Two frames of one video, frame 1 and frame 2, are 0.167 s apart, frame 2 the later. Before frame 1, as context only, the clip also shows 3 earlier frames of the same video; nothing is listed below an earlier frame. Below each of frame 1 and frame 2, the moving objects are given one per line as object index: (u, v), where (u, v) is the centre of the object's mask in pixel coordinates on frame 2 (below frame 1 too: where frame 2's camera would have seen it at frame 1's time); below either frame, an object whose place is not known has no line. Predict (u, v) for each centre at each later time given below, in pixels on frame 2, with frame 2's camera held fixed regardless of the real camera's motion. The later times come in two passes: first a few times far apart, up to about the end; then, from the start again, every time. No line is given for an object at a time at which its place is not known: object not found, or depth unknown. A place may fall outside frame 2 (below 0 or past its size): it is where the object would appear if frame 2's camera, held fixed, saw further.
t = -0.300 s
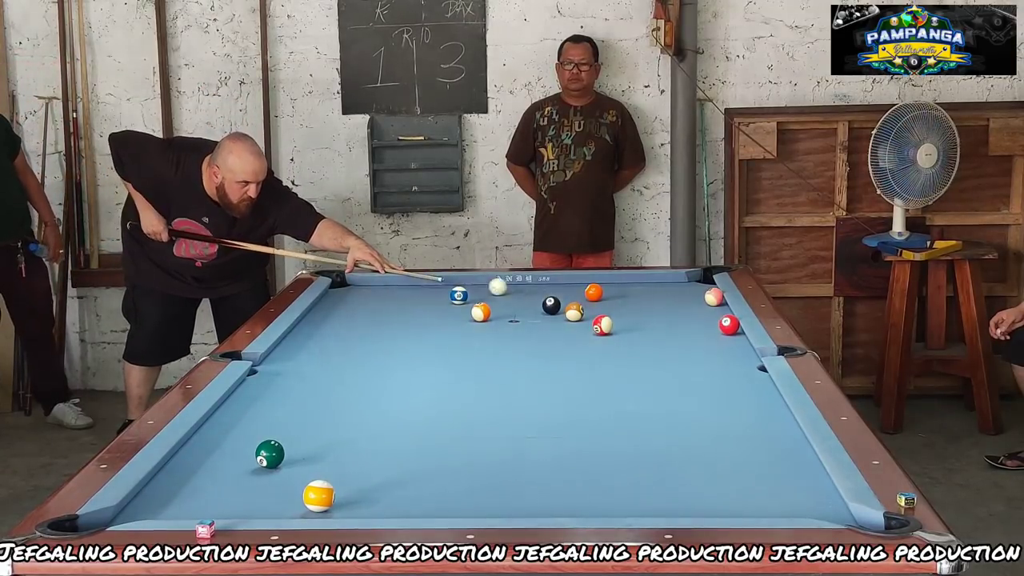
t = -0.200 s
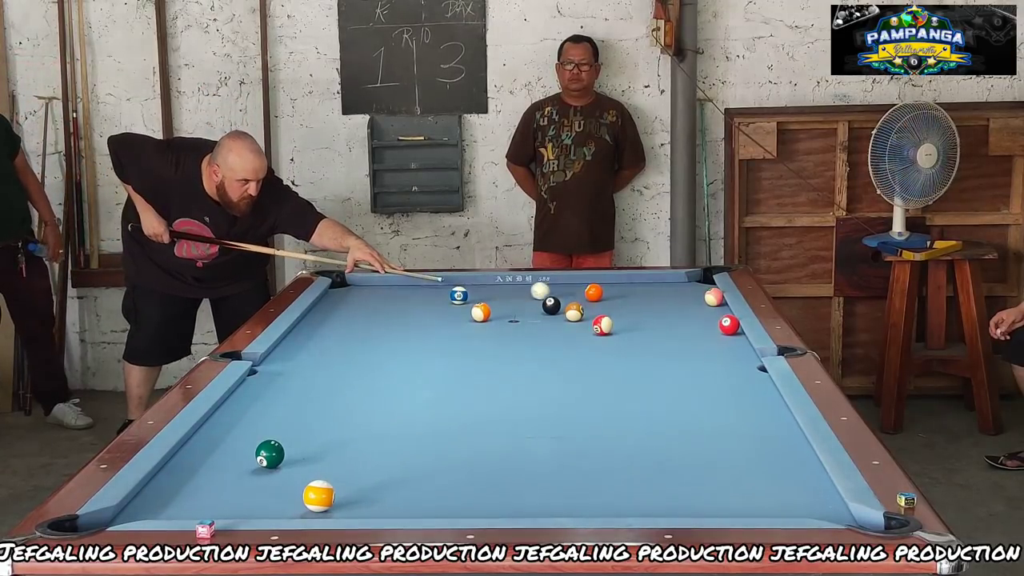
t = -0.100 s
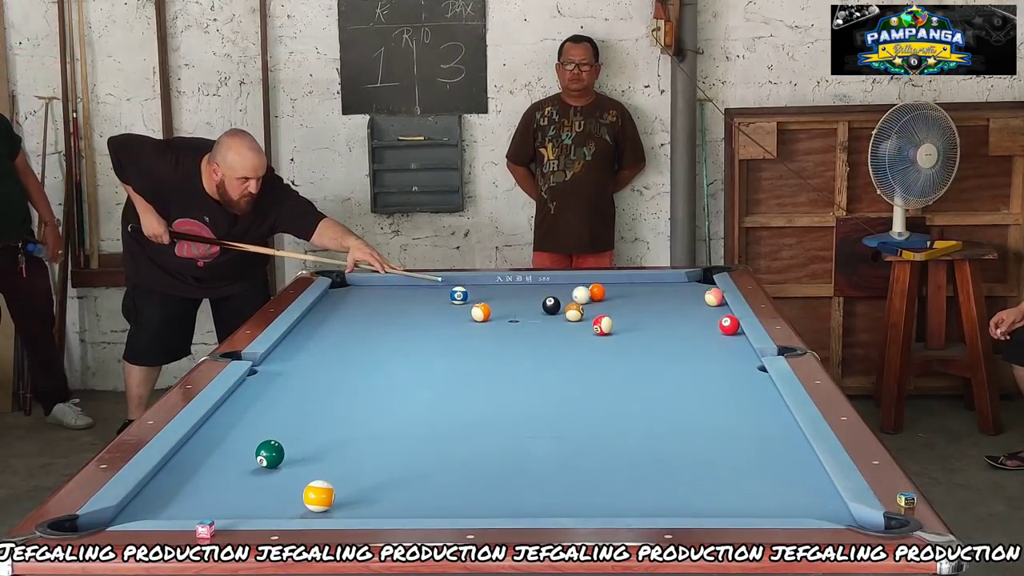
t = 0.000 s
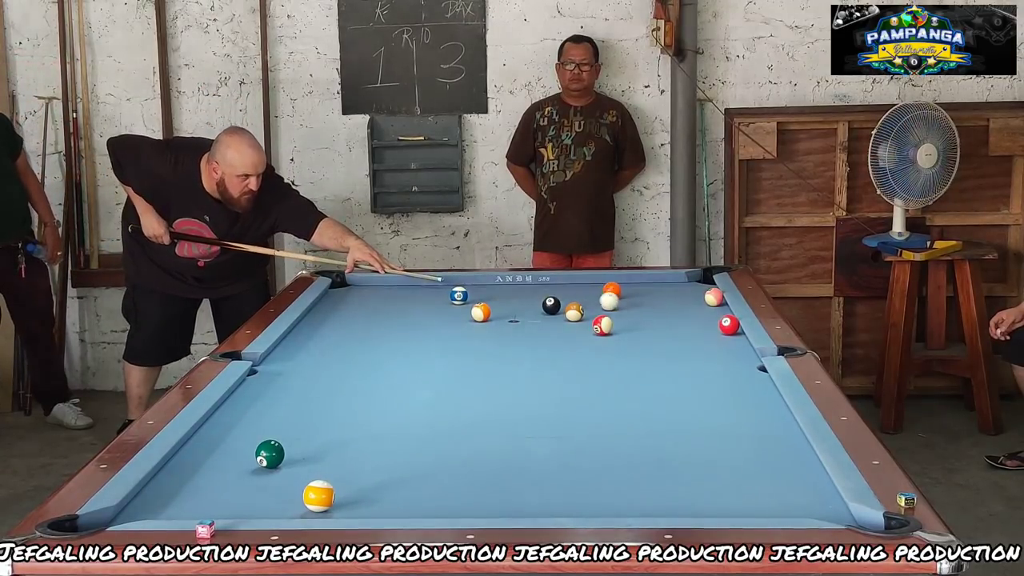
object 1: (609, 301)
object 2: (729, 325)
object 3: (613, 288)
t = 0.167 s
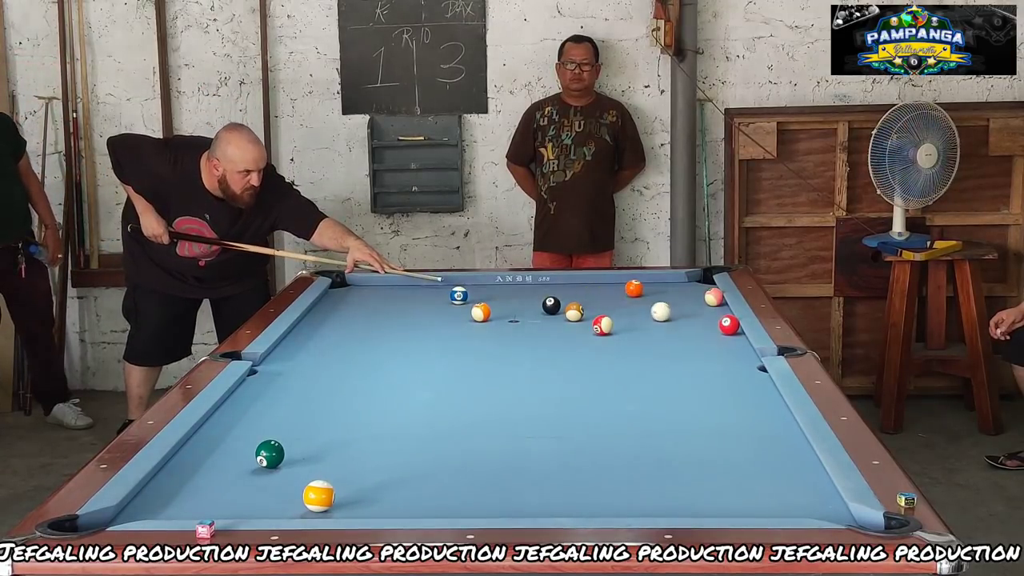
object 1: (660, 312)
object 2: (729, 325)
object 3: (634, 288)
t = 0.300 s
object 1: (704, 320)
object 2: (729, 325)
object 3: (651, 286)
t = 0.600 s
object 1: (719, 327)
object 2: (686, 332)
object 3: (686, 282)
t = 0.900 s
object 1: (733, 334)
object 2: (641, 340)
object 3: (698, 279)
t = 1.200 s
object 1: (732, 339)
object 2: (596, 348)
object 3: (681, 278)
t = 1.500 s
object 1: (729, 344)
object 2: (551, 356)
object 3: (666, 277)
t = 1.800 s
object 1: (726, 348)
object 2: (508, 364)
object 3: (653, 277)
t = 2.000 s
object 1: (724, 351)
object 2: (479, 369)
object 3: (646, 277)
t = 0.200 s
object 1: (671, 314)
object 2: (729, 325)
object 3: (638, 288)
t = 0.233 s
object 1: (682, 316)
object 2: (729, 325)
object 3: (642, 287)
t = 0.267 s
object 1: (693, 318)
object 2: (729, 324)
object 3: (646, 287)
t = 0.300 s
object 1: (704, 320)
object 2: (729, 325)
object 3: (651, 286)
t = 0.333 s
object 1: (711, 322)
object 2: (730, 325)
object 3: (655, 286)
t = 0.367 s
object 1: (709, 322)
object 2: (723, 326)
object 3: (659, 285)
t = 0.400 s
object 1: (707, 320)
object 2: (717, 327)
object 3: (663, 285)
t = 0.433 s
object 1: (712, 318)
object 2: (711, 328)
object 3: (667, 284)
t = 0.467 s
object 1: (715, 321)
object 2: (706, 329)
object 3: (671, 284)
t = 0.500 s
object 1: (716, 324)
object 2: (701, 330)
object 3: (674, 284)
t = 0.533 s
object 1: (716, 326)
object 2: (696, 331)
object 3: (678, 283)
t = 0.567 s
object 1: (717, 326)
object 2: (691, 332)
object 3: (682, 283)
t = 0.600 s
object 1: (719, 327)
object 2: (686, 332)
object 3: (686, 282)
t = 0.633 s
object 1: (721, 328)
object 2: (681, 333)
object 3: (690, 282)
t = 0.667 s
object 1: (722, 329)
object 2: (676, 334)
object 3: (693, 282)
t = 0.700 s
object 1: (724, 330)
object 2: (671, 335)
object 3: (697, 281)
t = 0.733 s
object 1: (725, 330)
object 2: (666, 336)
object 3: (700, 281)
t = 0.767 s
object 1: (727, 331)
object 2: (660, 337)
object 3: (704, 280)
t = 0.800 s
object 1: (728, 332)
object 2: (656, 338)
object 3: (703, 280)
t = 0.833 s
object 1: (730, 332)
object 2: (651, 338)
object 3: (701, 280)
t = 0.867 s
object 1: (731, 333)
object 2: (646, 339)
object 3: (700, 280)
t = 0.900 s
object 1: (733, 334)
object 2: (641, 340)
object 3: (698, 279)
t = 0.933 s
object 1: (734, 334)
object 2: (636, 341)
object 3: (695, 279)
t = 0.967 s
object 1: (734, 335)
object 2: (631, 342)
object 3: (694, 279)
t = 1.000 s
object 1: (734, 336)
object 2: (626, 343)
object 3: (692, 279)
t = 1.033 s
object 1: (733, 336)
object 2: (621, 344)
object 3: (690, 279)
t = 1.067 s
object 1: (733, 337)
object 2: (616, 345)
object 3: (688, 279)
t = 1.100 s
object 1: (733, 337)
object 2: (611, 346)
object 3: (686, 279)
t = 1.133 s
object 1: (732, 338)
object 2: (606, 346)
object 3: (684, 279)
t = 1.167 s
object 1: (732, 338)
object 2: (601, 348)
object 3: (682, 278)
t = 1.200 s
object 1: (732, 339)
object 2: (596, 348)
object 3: (681, 278)
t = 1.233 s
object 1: (731, 340)
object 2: (591, 349)
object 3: (679, 278)
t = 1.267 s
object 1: (731, 340)
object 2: (586, 350)
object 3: (677, 278)
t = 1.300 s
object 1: (731, 341)
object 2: (581, 351)
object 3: (676, 278)
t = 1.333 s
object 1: (730, 341)
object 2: (576, 352)
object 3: (674, 278)
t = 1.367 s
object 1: (730, 342)
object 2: (571, 352)
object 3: (672, 278)
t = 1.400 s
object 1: (730, 342)
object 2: (566, 353)
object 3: (671, 278)
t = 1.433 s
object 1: (729, 343)
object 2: (561, 354)
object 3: (670, 278)
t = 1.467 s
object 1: (729, 343)
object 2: (556, 355)
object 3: (668, 278)
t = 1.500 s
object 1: (729, 344)
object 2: (551, 356)
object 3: (666, 277)
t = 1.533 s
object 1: (728, 344)
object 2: (547, 357)
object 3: (665, 277)
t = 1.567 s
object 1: (728, 345)
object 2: (542, 358)
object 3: (663, 277)
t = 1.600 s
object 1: (728, 345)
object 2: (537, 359)
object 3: (662, 277)
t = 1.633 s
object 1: (727, 346)
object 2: (532, 360)
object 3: (660, 277)
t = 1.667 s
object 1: (727, 346)
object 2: (527, 360)
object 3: (659, 277)
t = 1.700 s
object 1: (726, 347)
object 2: (522, 361)
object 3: (657, 277)
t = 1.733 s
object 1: (726, 347)
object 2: (517, 362)
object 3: (656, 277)
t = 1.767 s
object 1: (726, 347)
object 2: (513, 363)
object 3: (655, 277)
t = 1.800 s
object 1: (726, 348)
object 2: (508, 364)
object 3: (653, 277)
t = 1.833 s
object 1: (725, 348)
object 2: (503, 365)
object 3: (652, 277)
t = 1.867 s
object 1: (725, 349)
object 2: (498, 365)
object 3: (650, 277)
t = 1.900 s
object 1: (725, 349)
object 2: (493, 366)
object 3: (649, 277)
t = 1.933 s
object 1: (725, 350)
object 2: (489, 367)
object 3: (648, 277)
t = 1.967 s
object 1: (724, 350)
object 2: (484, 368)
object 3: (647, 277)
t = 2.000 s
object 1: (724, 351)
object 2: (479, 369)
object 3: (646, 277)
